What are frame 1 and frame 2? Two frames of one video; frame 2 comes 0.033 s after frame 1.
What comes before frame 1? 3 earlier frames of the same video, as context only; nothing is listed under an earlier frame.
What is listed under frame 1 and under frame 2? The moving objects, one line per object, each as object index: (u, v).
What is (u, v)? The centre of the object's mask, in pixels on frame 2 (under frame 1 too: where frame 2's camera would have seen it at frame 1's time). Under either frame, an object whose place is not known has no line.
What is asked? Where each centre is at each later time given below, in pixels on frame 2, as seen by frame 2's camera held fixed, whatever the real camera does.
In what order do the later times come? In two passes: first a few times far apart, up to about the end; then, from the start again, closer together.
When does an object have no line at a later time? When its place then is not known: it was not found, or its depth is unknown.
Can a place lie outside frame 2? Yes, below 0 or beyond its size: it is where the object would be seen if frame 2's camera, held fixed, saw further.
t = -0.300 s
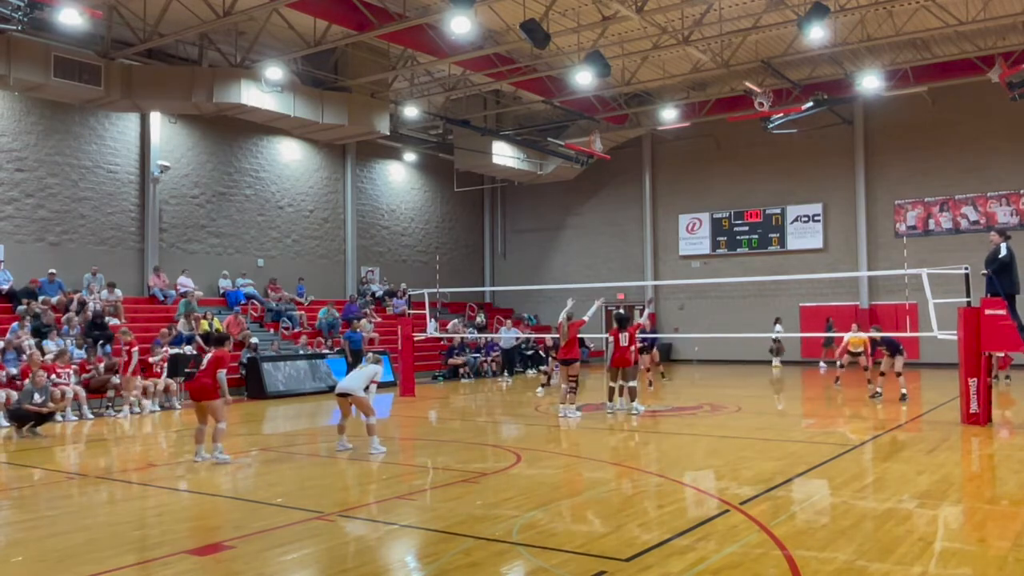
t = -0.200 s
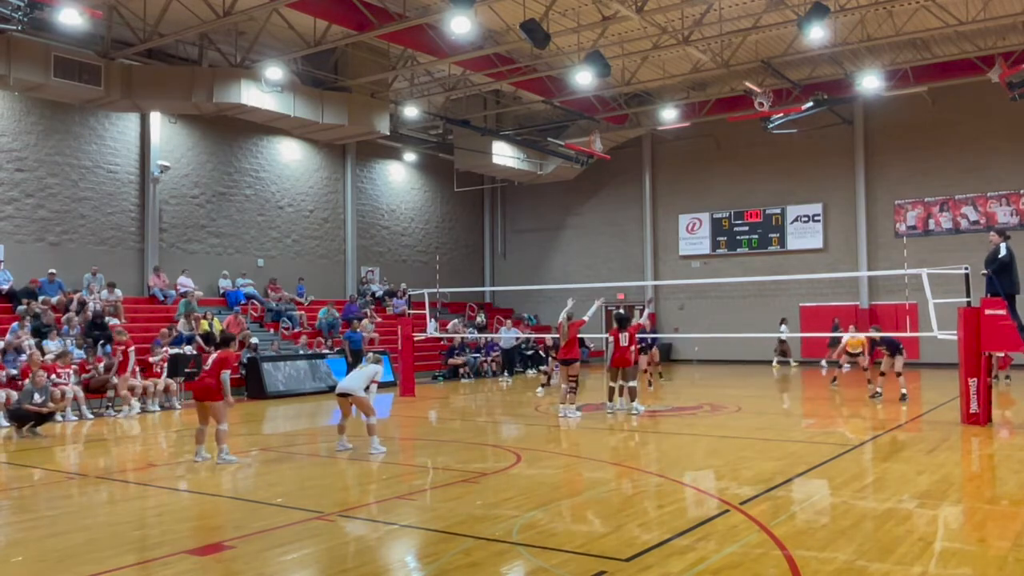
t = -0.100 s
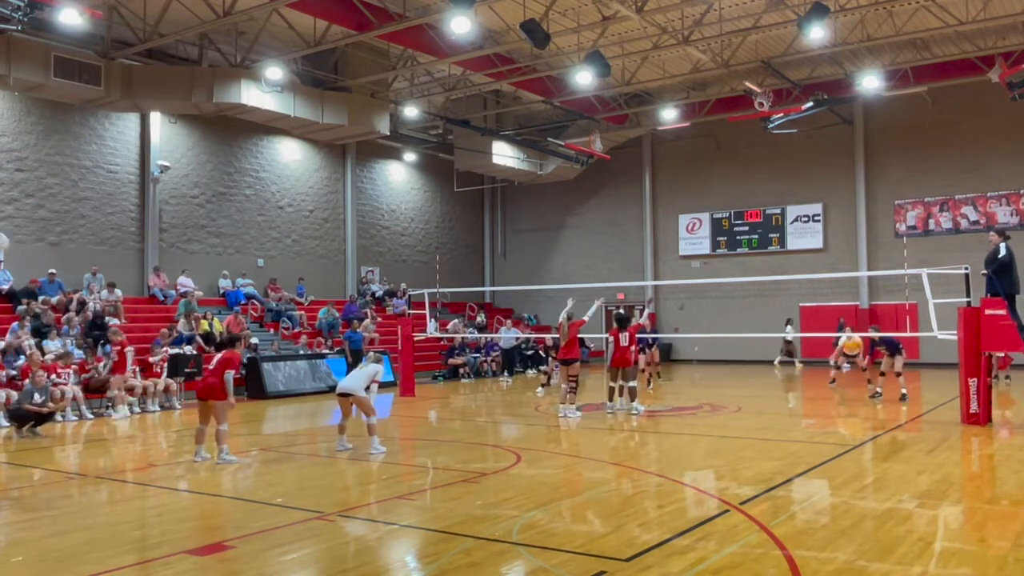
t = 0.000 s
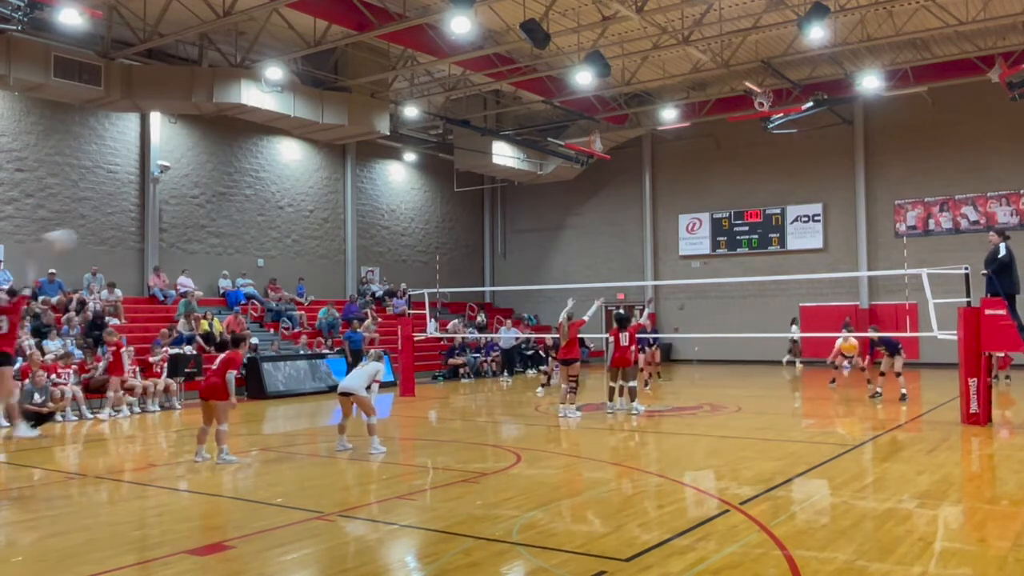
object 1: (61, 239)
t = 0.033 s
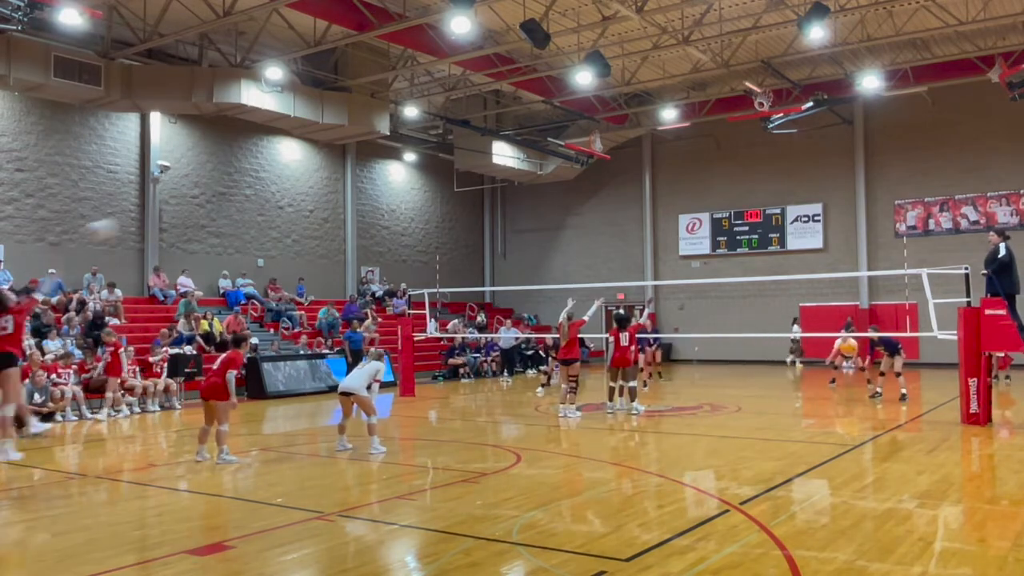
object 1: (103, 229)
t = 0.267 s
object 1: (323, 190)
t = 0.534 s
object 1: (474, 200)
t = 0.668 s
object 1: (529, 215)
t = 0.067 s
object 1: (142, 220)
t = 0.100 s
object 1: (178, 211)
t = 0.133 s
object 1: (212, 205)
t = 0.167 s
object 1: (242, 199)
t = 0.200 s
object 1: (270, 196)
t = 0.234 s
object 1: (296, 191)
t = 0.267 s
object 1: (323, 190)
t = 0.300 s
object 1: (345, 190)
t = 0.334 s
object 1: (364, 190)
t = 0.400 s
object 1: (412, 191)
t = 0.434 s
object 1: (427, 193)
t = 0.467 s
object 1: (442, 195)
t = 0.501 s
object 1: (458, 198)
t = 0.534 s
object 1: (474, 200)
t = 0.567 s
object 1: (489, 203)
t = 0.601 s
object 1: (503, 207)
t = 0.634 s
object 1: (516, 210)
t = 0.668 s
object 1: (529, 215)
